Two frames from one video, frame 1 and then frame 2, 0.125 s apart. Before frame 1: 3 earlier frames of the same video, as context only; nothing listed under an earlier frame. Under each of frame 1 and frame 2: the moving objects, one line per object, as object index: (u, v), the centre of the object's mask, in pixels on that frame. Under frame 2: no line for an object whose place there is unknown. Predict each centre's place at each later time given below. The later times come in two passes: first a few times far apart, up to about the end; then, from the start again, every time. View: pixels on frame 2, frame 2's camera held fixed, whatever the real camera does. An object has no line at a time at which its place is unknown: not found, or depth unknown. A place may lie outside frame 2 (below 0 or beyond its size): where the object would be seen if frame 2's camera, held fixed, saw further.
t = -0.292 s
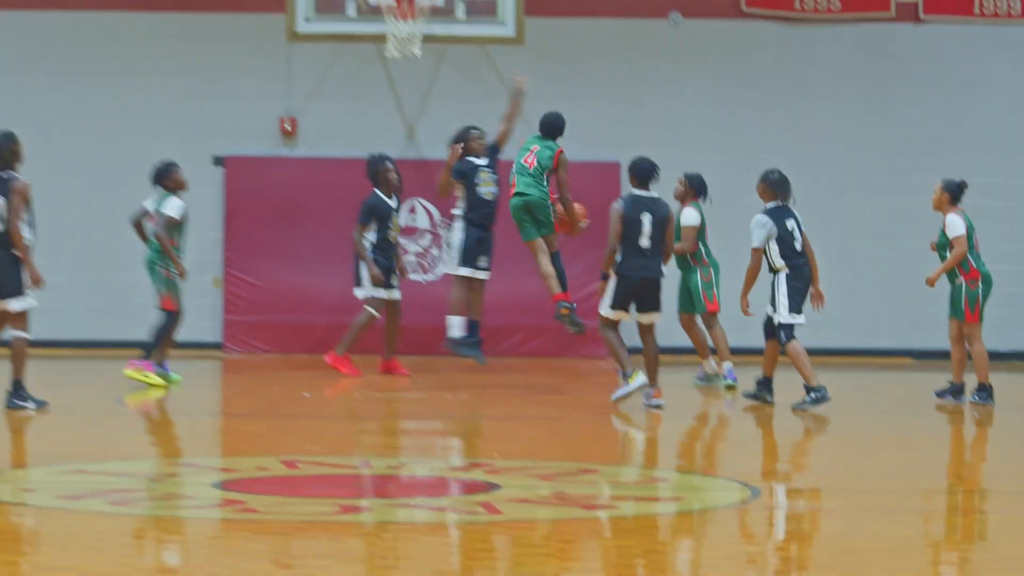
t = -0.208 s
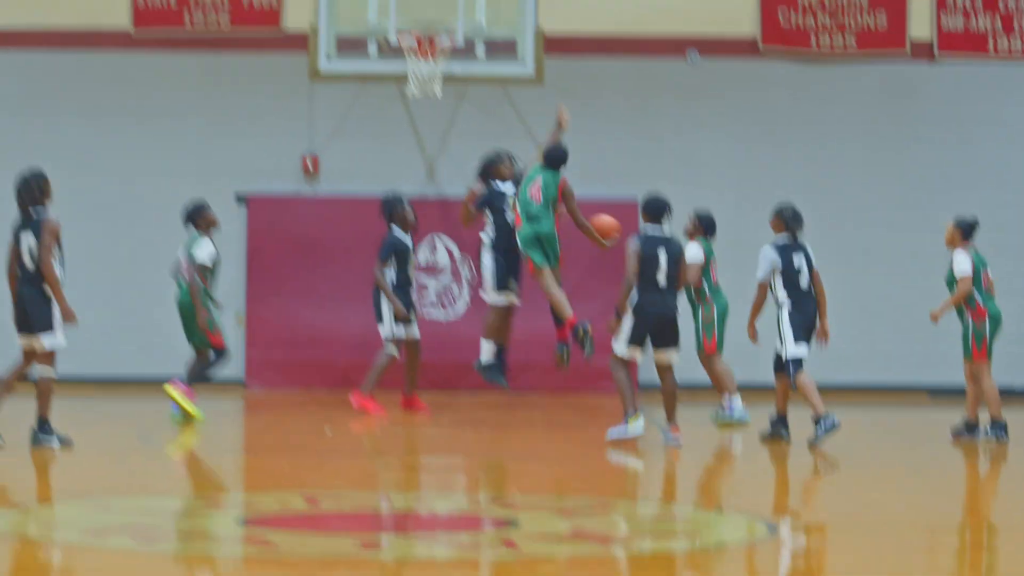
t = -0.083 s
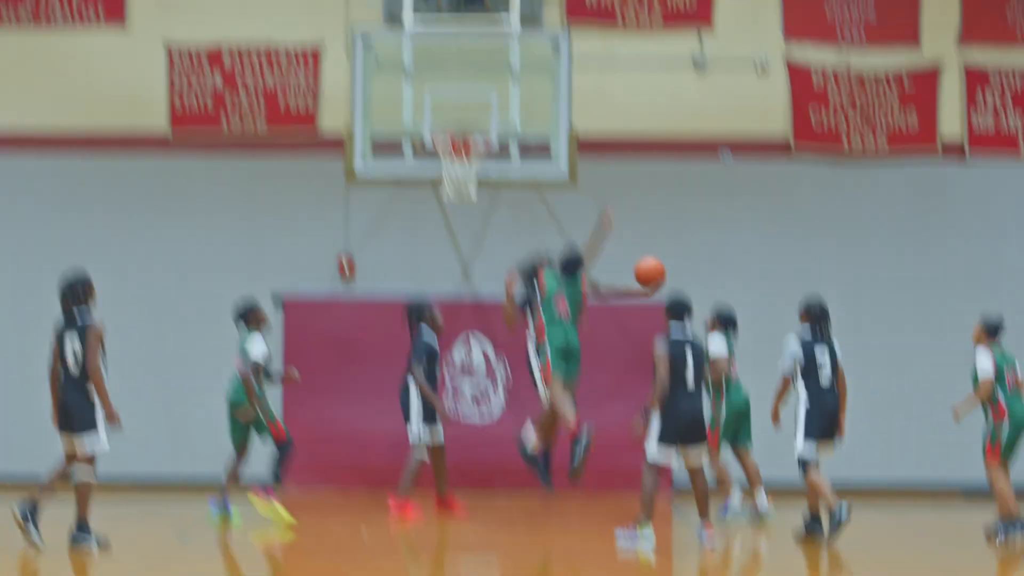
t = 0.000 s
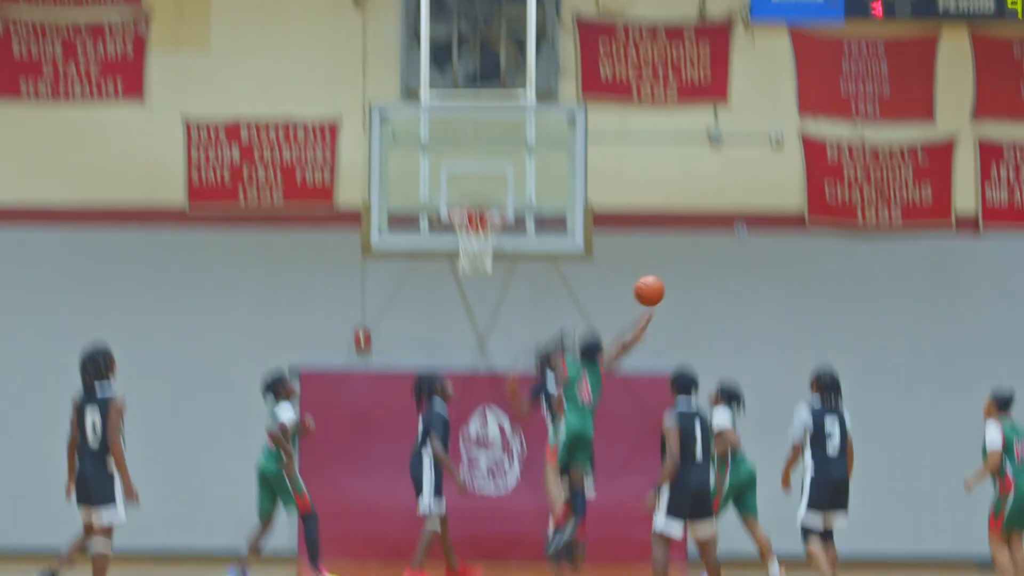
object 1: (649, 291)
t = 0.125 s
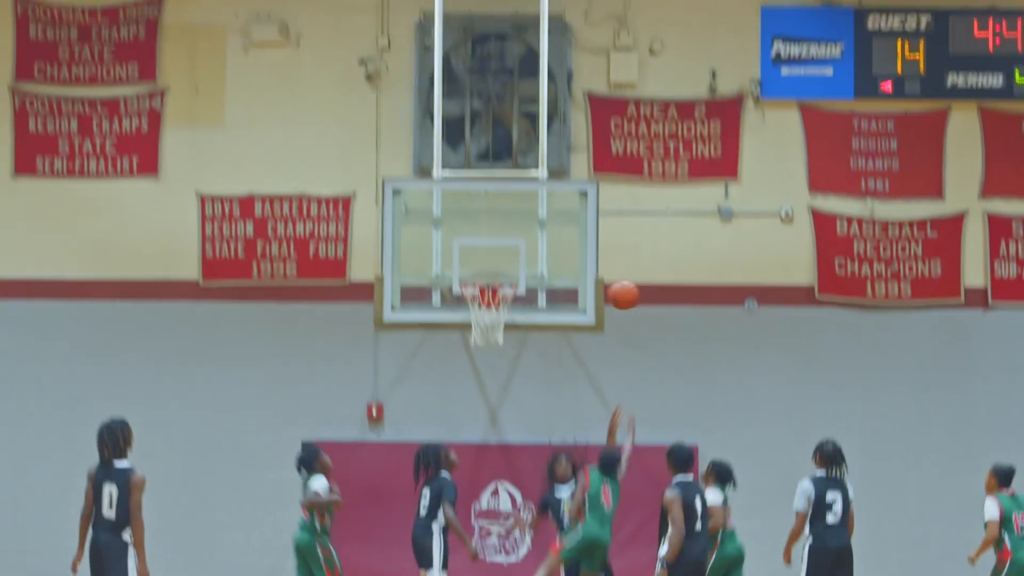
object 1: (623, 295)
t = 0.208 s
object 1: (599, 259)
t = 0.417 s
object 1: (543, 211)
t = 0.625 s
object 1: (491, 212)
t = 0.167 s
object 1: (611, 275)
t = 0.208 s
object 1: (599, 259)
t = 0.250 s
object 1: (587, 245)
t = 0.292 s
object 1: (575, 232)
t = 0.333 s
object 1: (565, 223)
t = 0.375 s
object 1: (555, 216)
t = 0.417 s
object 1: (543, 211)
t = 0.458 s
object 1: (532, 207)
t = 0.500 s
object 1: (522, 206)
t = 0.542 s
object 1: (511, 207)
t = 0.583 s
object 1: (499, 210)
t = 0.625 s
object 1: (491, 212)
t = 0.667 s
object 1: (484, 214)
